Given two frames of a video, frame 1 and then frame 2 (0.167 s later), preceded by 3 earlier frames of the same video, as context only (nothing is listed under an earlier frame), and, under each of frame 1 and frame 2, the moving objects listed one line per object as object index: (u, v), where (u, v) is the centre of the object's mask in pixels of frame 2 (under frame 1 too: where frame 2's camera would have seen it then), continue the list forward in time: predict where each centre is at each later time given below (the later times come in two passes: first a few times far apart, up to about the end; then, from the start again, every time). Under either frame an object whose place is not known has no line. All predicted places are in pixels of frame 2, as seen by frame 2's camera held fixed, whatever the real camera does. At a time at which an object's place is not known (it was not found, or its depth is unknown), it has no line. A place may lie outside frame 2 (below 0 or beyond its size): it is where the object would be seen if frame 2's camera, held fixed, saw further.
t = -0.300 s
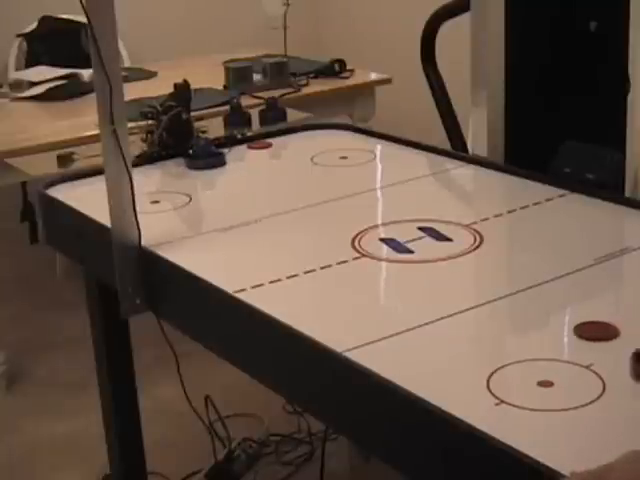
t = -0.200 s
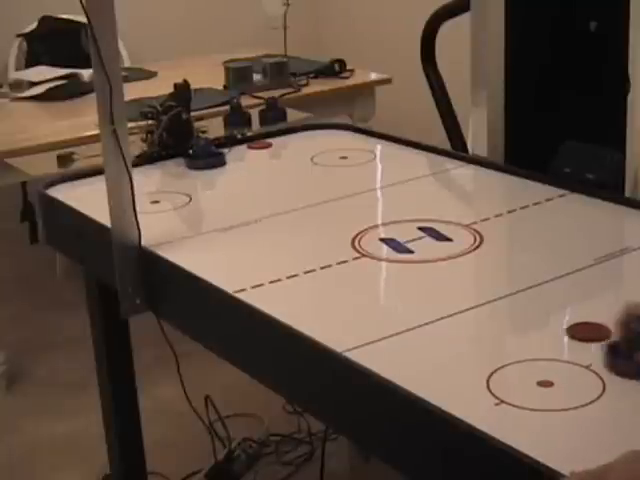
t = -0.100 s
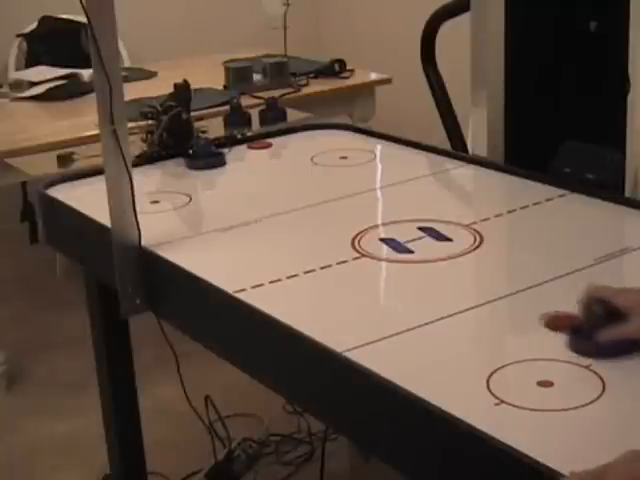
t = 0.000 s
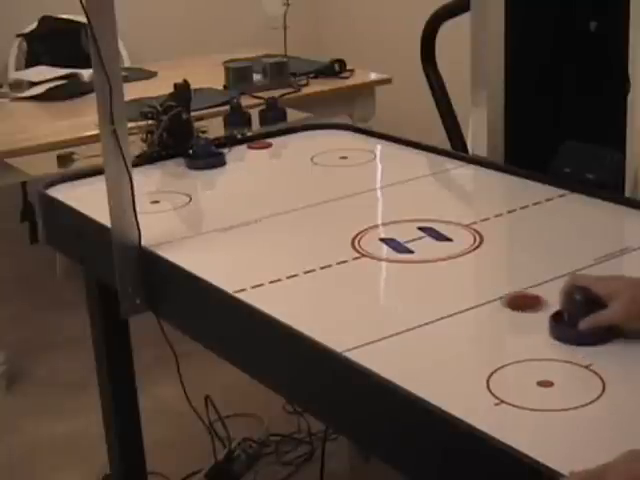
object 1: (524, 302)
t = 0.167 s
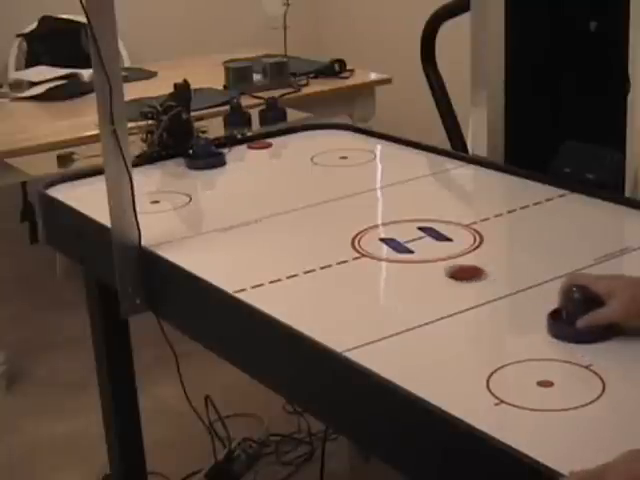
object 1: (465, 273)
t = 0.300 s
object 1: (425, 253)
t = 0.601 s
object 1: (347, 214)
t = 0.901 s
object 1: (287, 184)
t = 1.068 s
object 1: (259, 170)
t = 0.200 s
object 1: (455, 267)
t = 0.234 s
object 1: (445, 262)
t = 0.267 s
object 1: (434, 257)
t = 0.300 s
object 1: (425, 253)
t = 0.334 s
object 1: (415, 247)
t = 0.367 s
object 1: (407, 243)
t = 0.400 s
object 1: (397, 238)
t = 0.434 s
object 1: (388, 234)
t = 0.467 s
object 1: (380, 229)
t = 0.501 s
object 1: (371, 225)
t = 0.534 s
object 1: (363, 222)
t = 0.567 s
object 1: (355, 217)
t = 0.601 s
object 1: (347, 214)
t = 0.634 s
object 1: (340, 210)
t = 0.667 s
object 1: (333, 207)
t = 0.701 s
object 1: (325, 203)
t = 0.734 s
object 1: (319, 199)
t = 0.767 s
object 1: (312, 196)
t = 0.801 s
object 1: (306, 193)
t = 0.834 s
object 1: (299, 190)
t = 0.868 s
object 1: (293, 187)
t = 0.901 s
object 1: (287, 184)
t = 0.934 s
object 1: (281, 181)
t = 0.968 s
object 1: (275, 178)
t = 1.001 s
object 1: (270, 175)
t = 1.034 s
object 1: (264, 173)
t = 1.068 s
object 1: (259, 170)
